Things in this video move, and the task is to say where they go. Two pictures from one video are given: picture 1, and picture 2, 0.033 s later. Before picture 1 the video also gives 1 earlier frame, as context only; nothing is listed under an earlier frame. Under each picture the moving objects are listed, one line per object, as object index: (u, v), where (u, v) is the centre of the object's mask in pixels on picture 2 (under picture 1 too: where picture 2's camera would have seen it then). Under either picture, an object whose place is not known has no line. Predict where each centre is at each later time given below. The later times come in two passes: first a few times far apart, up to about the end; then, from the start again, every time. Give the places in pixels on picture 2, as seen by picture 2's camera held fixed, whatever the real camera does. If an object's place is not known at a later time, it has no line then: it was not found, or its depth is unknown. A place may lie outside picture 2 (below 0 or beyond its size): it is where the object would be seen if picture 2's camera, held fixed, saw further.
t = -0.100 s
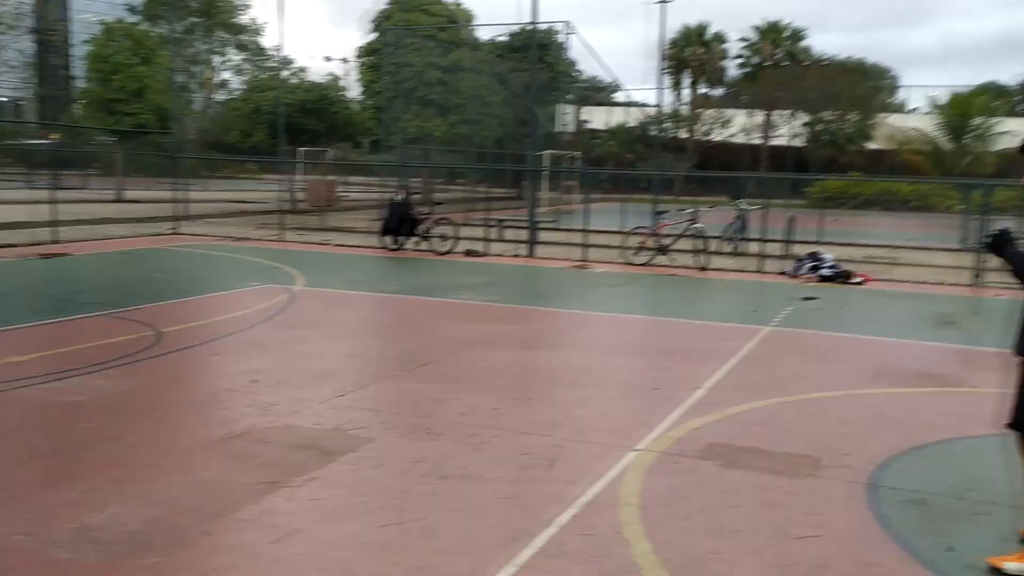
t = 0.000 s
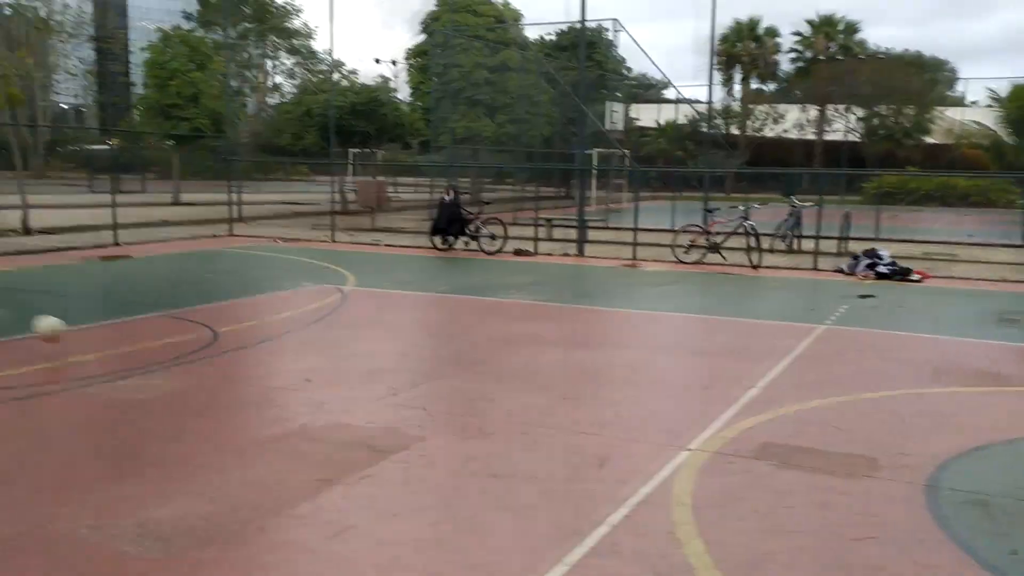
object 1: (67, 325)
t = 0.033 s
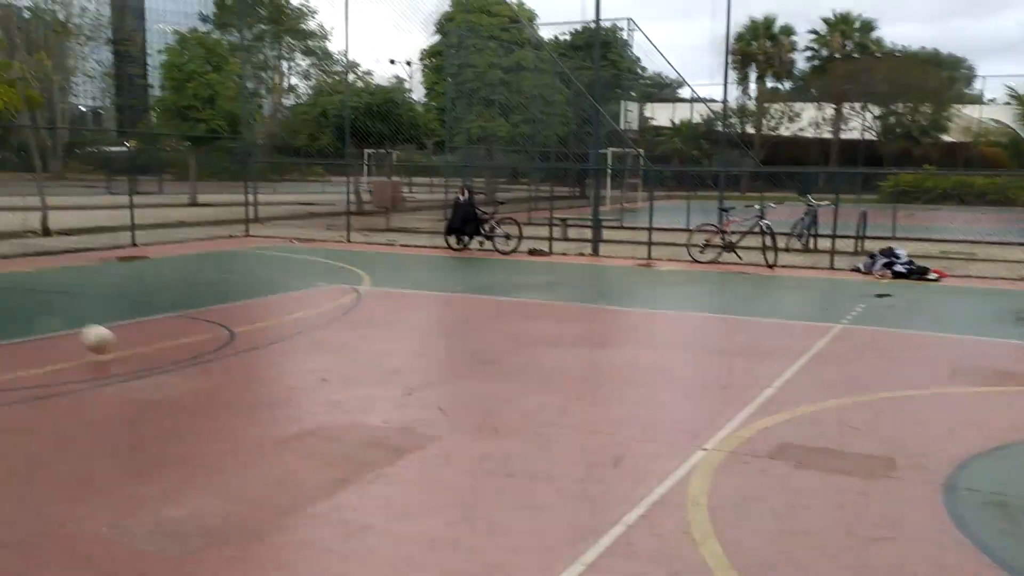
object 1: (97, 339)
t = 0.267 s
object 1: (300, 368)
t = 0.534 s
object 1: (575, 425)
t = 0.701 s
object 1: (770, 447)
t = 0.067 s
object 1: (127, 350)
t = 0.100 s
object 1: (154, 353)
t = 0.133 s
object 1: (180, 353)
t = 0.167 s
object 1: (209, 354)
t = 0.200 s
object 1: (238, 357)
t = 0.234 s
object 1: (268, 362)
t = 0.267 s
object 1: (300, 368)
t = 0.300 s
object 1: (332, 378)
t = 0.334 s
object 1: (367, 389)
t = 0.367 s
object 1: (401, 397)
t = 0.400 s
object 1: (434, 398)
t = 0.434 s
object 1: (467, 403)
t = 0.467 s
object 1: (502, 410)
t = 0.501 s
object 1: (538, 419)
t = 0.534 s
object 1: (575, 425)
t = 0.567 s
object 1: (612, 430)
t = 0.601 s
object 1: (649, 435)
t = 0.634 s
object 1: (688, 443)
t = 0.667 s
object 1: (729, 446)
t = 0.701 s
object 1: (770, 447)
